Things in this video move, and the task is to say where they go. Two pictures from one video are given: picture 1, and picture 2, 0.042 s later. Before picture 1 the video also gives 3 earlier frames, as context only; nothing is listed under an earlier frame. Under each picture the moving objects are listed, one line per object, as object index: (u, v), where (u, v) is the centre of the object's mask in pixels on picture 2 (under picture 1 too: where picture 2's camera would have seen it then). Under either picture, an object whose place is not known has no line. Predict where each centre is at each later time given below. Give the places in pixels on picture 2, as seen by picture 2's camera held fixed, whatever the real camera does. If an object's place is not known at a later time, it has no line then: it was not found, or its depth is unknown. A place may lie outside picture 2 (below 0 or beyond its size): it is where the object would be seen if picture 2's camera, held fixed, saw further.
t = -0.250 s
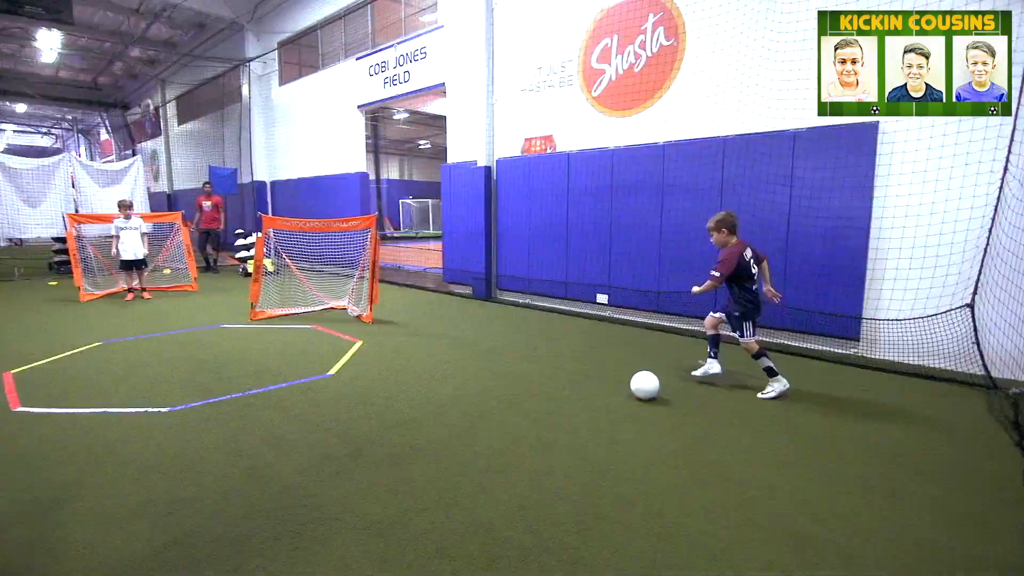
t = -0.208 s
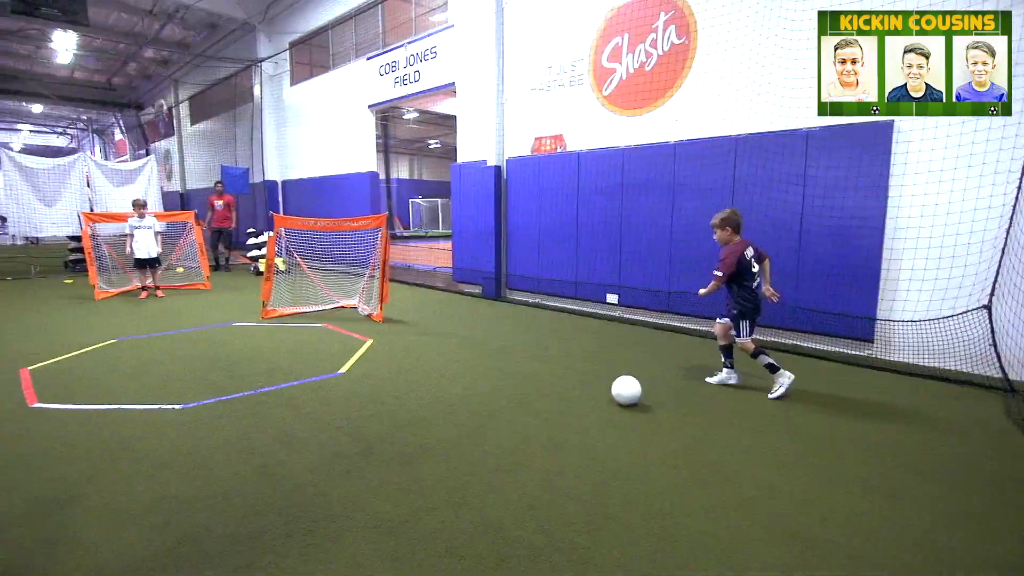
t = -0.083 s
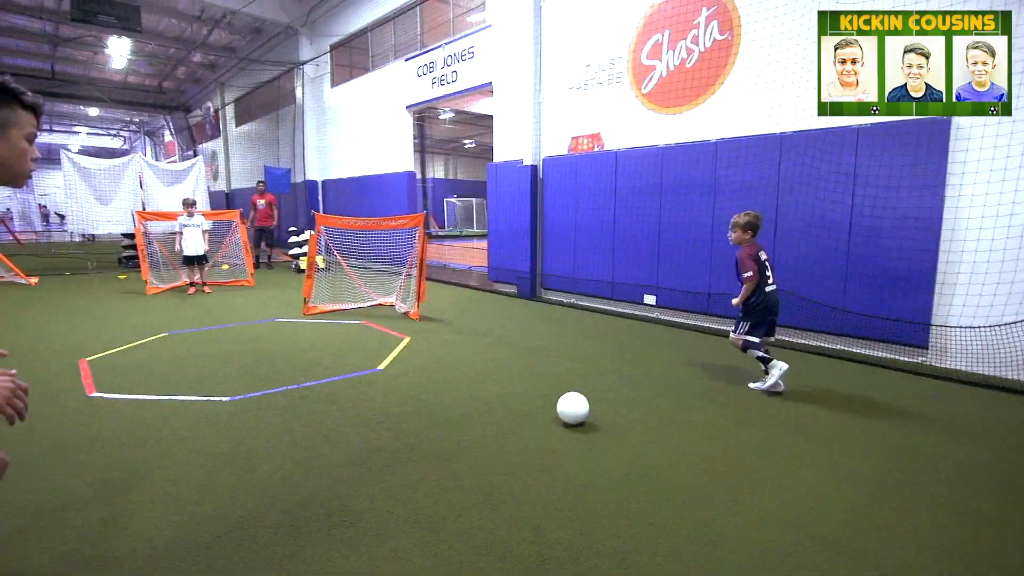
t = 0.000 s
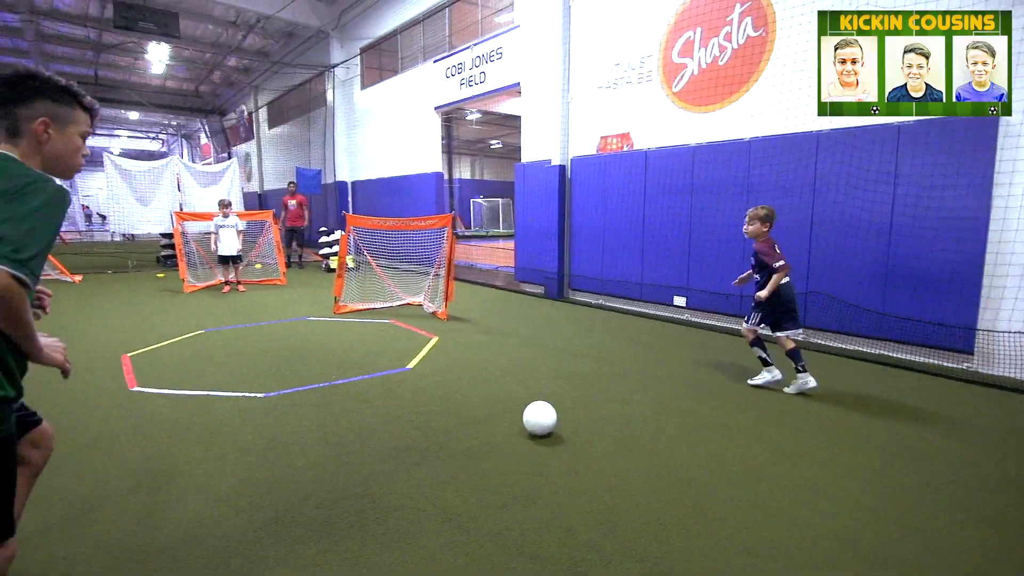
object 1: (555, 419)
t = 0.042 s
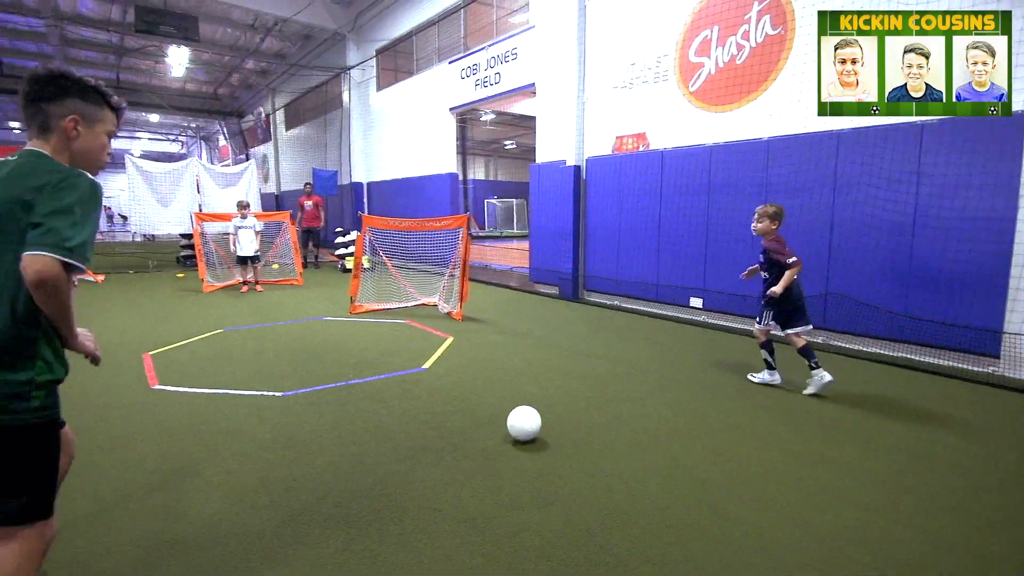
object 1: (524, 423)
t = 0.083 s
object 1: (492, 427)
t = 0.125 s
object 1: (458, 431)
